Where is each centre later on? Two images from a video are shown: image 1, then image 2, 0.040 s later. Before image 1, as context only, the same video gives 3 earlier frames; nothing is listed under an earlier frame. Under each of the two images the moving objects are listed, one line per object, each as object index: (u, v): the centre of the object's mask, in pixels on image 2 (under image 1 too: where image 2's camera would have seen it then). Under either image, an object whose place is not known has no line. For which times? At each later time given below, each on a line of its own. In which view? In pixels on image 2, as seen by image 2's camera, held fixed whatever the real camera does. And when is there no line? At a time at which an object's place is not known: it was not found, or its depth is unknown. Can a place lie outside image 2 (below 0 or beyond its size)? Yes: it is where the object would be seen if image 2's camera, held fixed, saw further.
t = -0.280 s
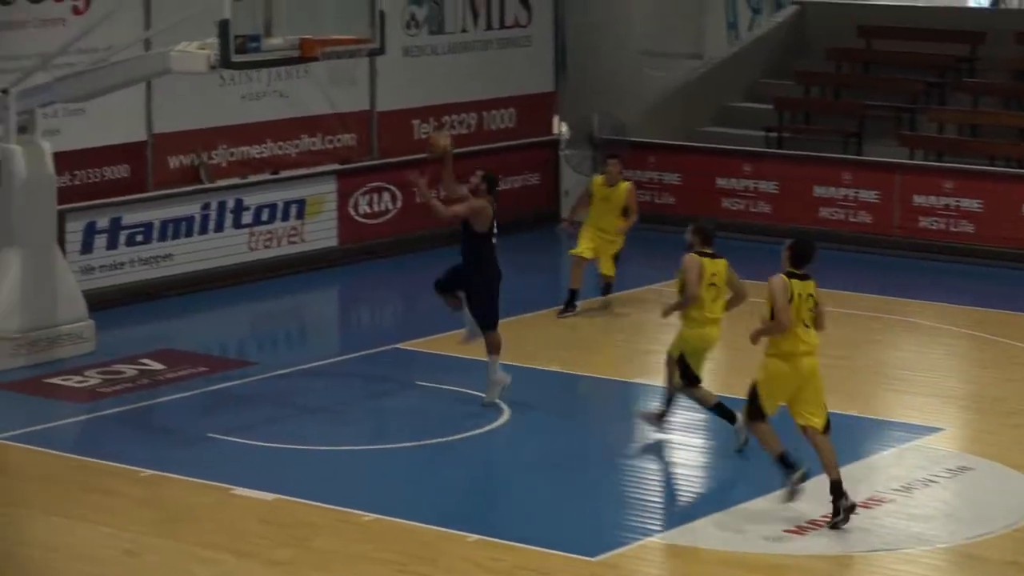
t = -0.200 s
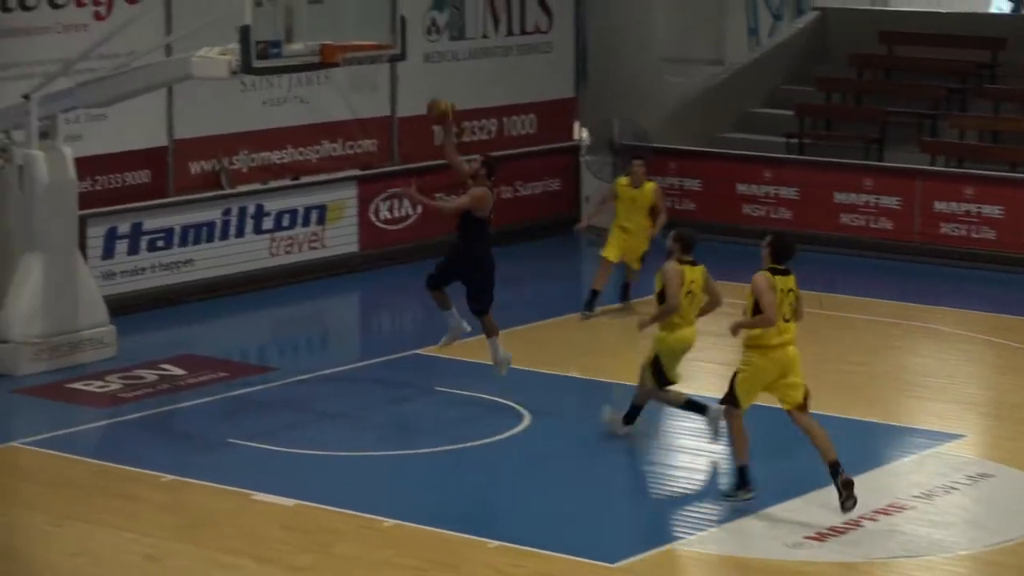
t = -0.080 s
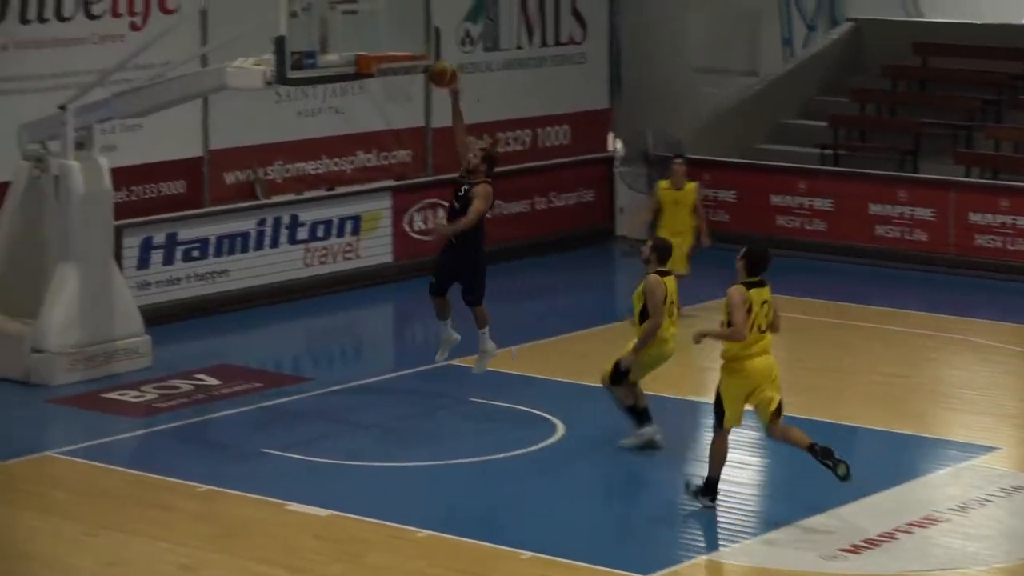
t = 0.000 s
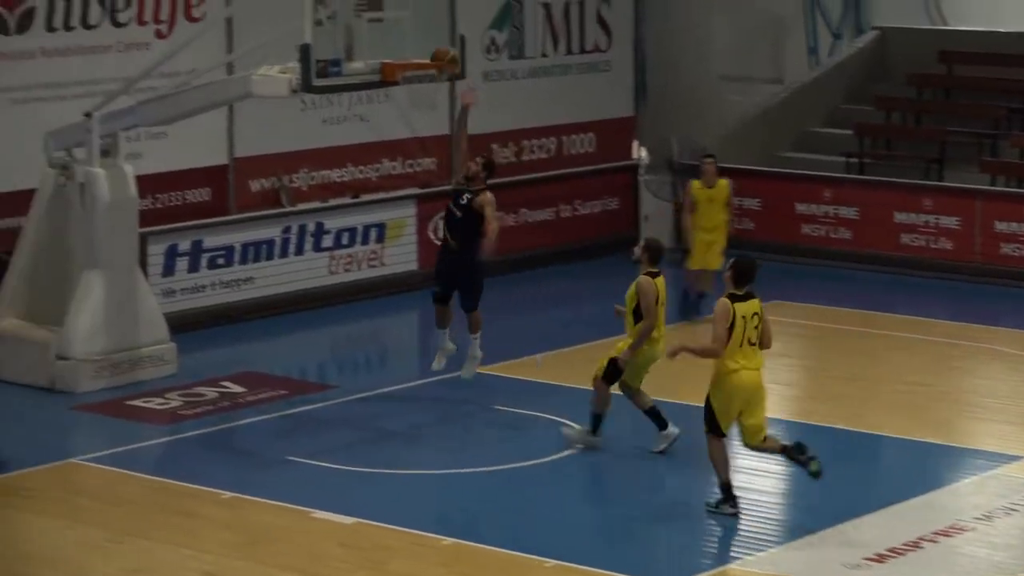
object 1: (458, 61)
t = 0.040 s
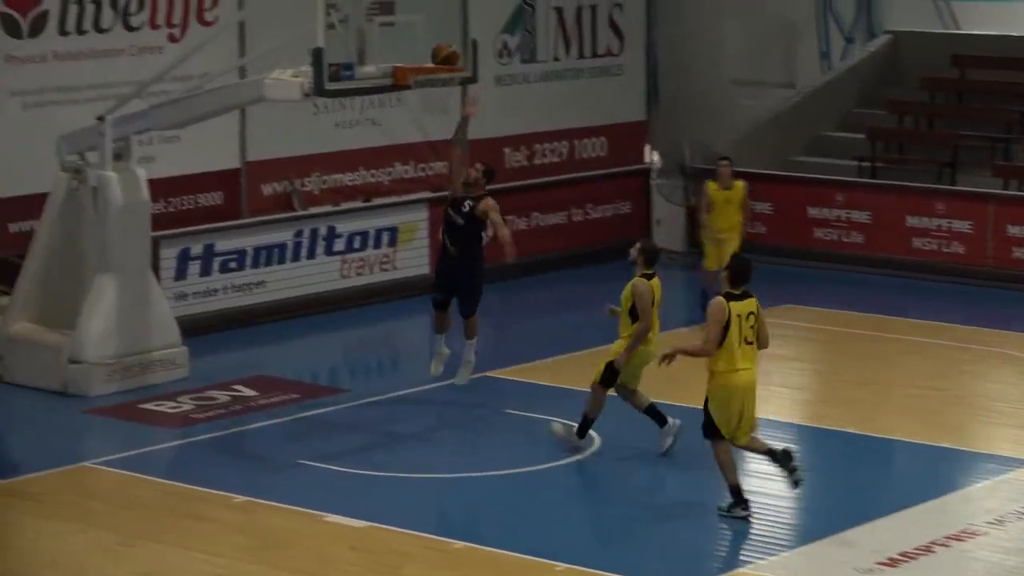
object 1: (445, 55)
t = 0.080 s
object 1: (434, 50)
